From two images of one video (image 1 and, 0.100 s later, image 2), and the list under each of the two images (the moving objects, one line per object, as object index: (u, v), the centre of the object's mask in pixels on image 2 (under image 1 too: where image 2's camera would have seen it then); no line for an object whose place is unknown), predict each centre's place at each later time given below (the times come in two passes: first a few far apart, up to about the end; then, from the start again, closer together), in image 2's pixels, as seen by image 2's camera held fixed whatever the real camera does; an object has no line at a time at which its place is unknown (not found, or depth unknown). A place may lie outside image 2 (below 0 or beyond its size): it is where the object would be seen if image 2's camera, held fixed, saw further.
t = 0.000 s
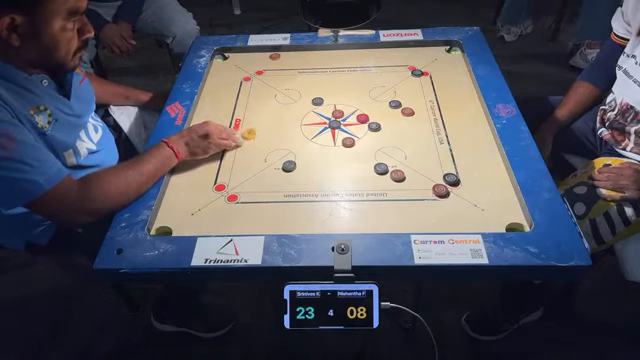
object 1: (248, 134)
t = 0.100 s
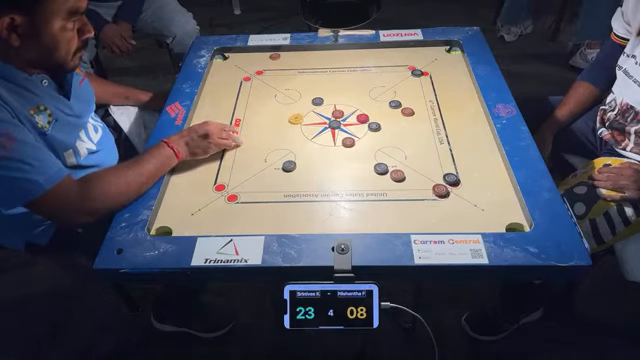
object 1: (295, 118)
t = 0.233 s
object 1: (346, 101)
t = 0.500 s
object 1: (413, 77)
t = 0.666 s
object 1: (425, 75)
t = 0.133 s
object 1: (309, 115)
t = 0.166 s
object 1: (322, 109)
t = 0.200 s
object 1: (335, 104)
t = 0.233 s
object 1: (346, 101)
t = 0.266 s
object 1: (357, 97)
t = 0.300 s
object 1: (367, 94)
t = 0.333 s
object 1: (376, 90)
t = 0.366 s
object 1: (385, 87)
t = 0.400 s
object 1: (393, 84)
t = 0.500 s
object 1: (413, 77)
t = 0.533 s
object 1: (416, 76)
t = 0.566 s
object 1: (419, 76)
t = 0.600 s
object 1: (422, 75)
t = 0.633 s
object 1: (423, 75)
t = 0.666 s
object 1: (425, 75)
